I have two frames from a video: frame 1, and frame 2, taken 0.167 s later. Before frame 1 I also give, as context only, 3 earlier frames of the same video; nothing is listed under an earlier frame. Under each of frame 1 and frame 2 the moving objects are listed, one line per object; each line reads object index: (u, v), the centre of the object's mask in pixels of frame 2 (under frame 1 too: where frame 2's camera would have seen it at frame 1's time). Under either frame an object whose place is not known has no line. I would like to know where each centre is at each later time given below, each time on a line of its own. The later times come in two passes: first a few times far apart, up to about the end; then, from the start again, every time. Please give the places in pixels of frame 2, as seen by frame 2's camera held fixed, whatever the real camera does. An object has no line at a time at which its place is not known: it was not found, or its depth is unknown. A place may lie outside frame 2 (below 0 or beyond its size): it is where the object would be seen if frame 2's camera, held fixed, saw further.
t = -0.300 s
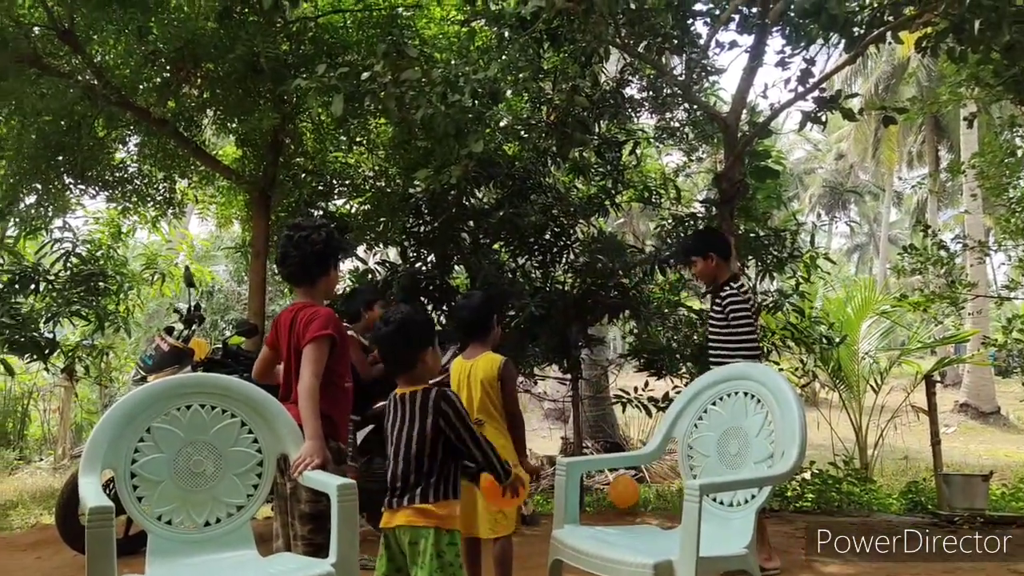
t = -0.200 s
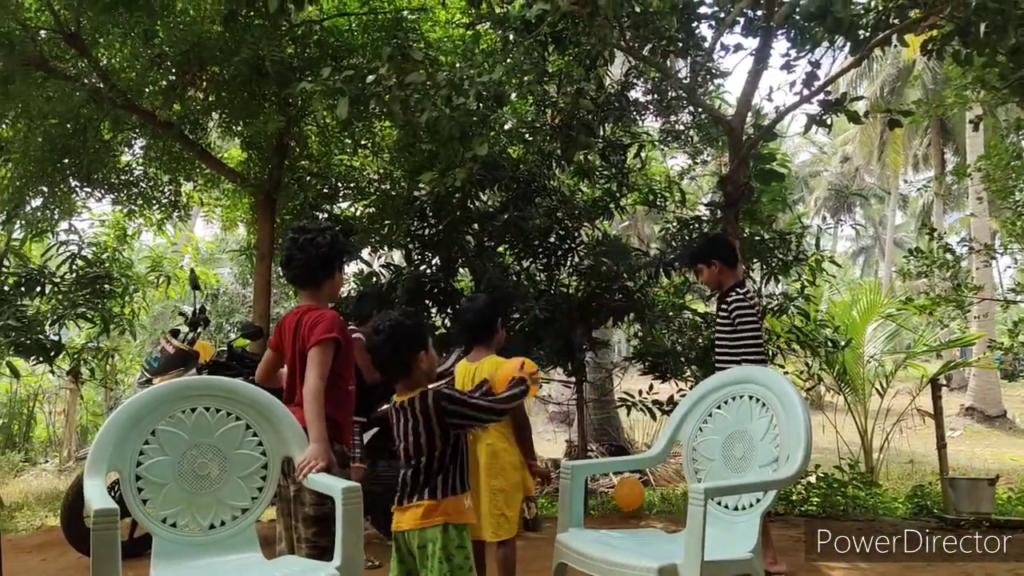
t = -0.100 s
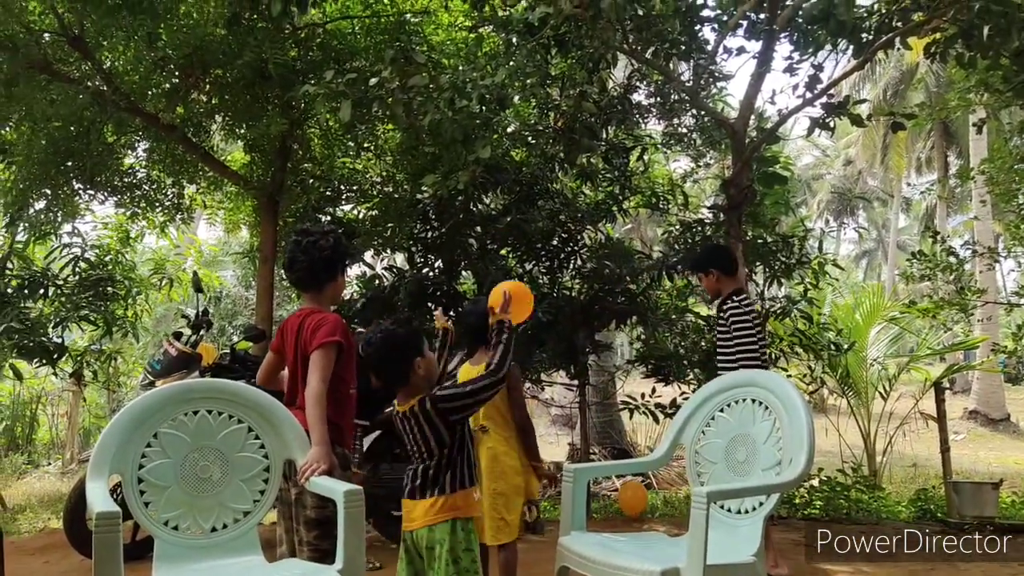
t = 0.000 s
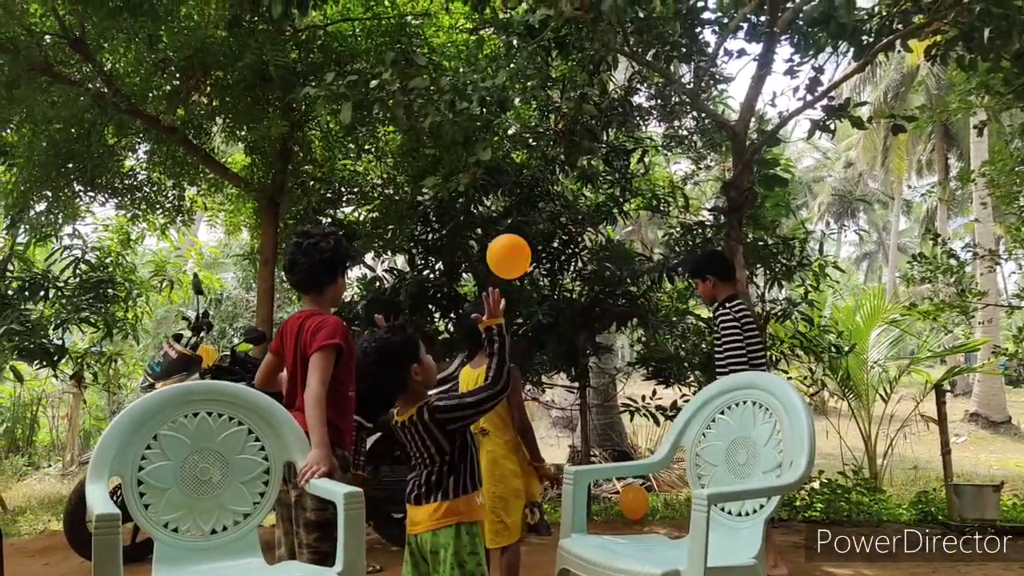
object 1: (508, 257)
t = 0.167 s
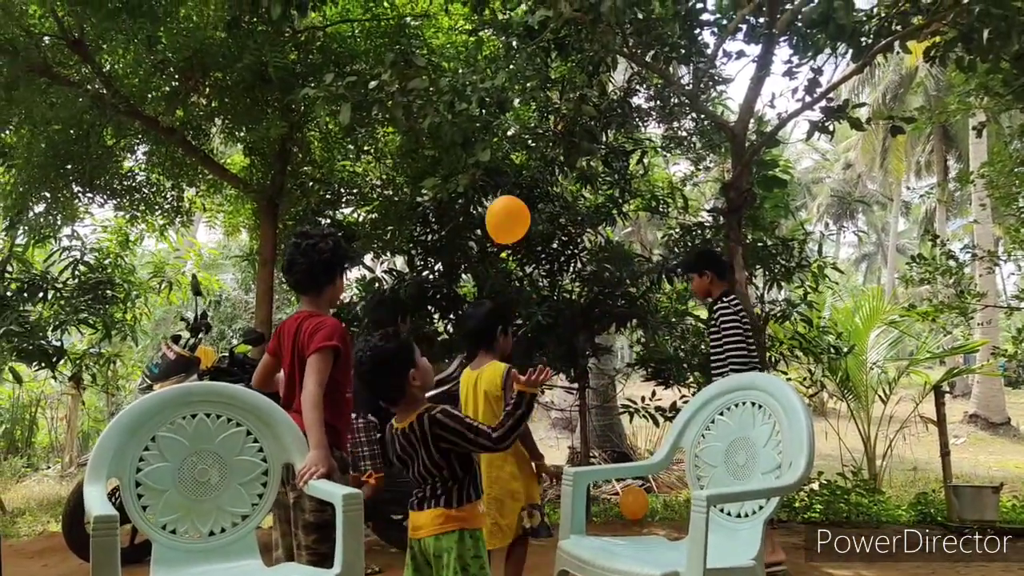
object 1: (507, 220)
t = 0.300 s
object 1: (507, 214)
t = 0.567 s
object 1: (507, 253)
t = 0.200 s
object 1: (507, 217)
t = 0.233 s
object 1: (507, 215)
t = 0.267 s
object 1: (507, 214)
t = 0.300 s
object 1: (507, 214)
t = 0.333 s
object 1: (507, 216)
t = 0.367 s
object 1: (507, 218)
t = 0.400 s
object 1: (507, 222)
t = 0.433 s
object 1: (506, 226)
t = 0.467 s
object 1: (506, 231)
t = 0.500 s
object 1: (506, 238)
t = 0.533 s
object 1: (507, 245)
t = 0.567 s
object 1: (507, 253)
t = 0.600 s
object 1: (507, 262)
